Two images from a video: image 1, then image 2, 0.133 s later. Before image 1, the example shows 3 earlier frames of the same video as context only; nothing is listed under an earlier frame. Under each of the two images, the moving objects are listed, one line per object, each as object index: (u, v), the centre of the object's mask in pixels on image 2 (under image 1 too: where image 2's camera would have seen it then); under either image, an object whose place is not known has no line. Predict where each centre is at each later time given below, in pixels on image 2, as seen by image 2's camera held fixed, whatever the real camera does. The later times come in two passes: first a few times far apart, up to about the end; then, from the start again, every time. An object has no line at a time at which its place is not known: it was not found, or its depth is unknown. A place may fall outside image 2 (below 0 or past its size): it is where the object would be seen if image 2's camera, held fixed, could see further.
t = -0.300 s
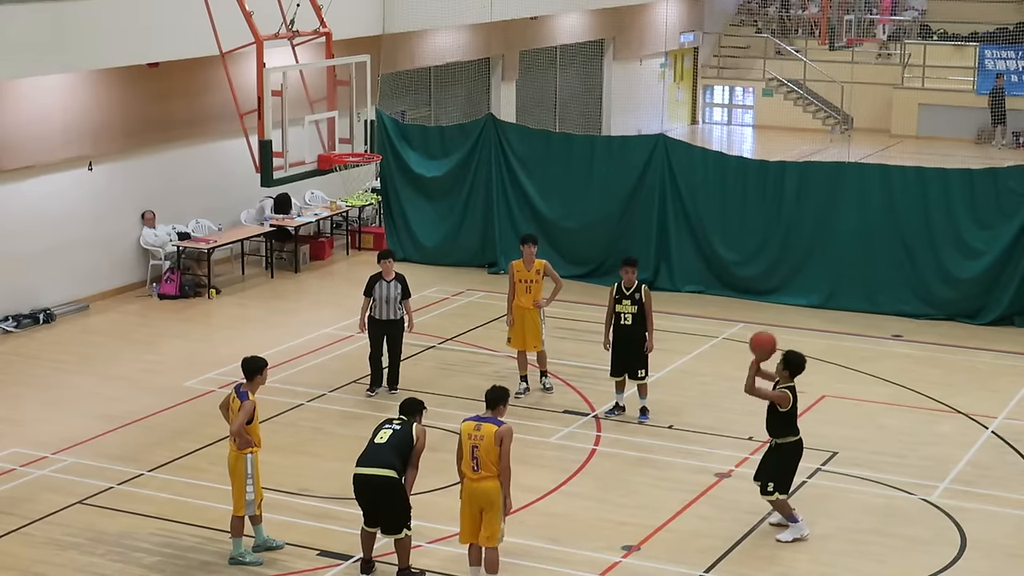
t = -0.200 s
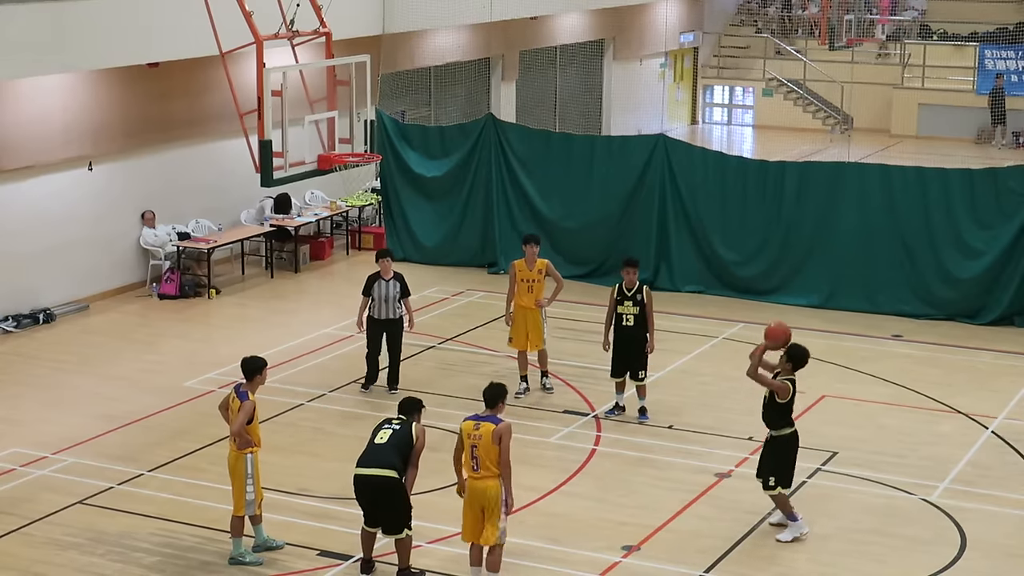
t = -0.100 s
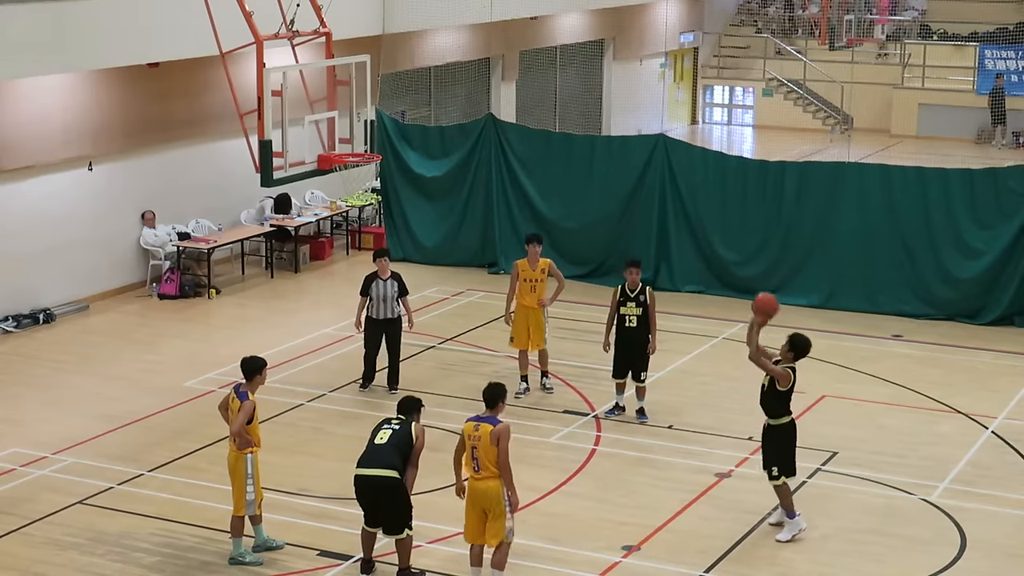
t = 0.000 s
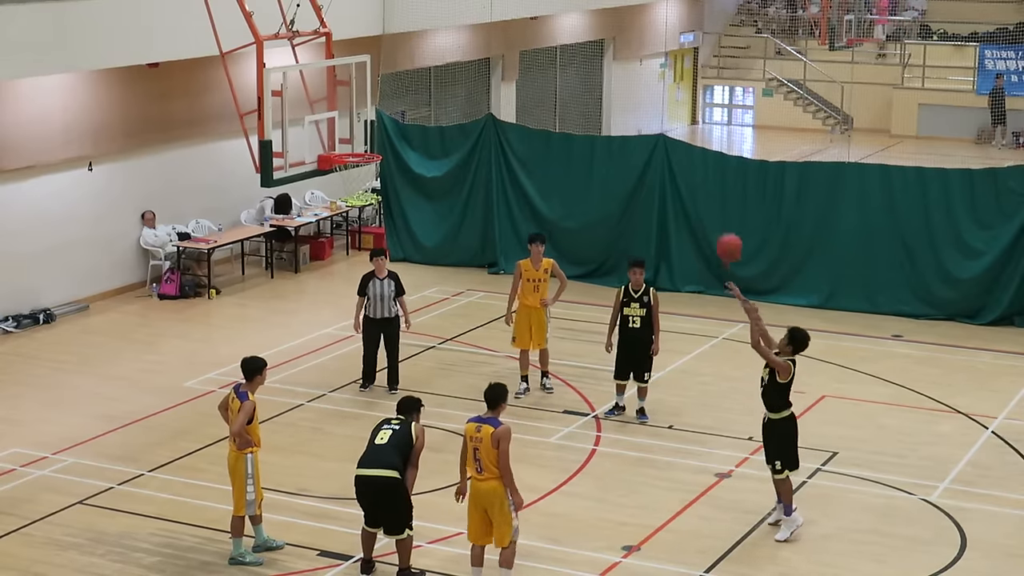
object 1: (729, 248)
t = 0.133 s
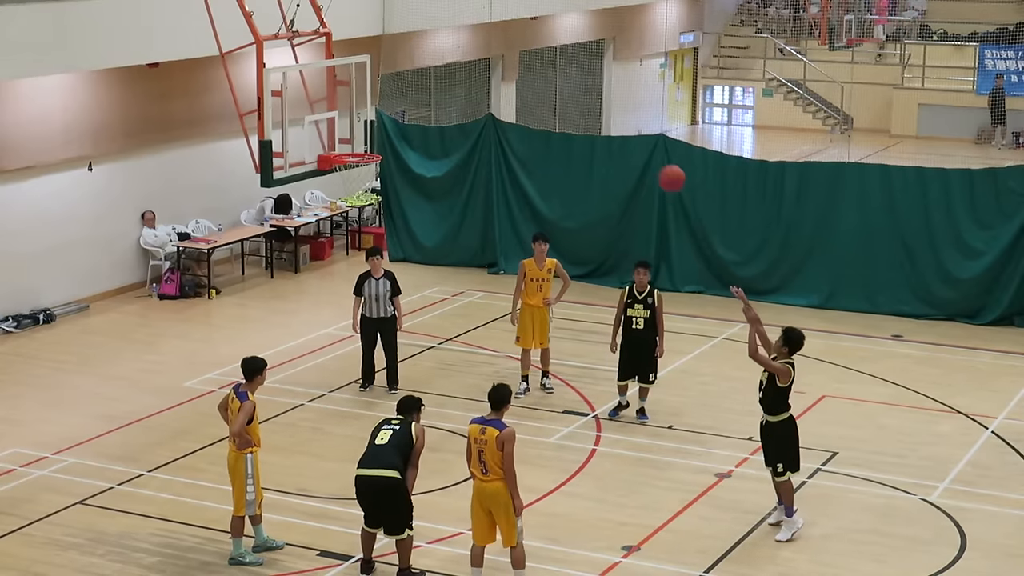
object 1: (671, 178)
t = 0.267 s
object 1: (616, 130)
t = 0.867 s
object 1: (383, 146)
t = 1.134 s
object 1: (347, 128)
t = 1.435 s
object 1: (363, 147)
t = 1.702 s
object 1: (357, 178)
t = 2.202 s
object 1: (332, 282)
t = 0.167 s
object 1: (657, 164)
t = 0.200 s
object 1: (643, 152)
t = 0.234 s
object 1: (629, 140)
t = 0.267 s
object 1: (616, 130)
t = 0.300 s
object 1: (601, 121)
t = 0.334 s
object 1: (588, 113)
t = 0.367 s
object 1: (575, 106)
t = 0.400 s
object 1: (561, 101)
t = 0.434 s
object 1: (547, 96)
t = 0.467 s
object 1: (534, 93)
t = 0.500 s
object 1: (521, 91)
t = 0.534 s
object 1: (507, 91)
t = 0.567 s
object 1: (493, 93)
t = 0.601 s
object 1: (481, 93)
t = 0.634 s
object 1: (468, 96)
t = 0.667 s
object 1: (455, 99)
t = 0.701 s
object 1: (443, 105)
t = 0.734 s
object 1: (430, 111)
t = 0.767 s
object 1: (418, 117)
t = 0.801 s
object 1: (406, 127)
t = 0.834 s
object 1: (394, 136)
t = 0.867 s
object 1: (383, 146)
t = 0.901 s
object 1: (377, 142)
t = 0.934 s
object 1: (372, 137)
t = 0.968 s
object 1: (368, 133)
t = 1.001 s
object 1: (364, 130)
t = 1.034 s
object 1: (359, 128)
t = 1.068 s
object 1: (355, 127)
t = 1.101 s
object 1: (351, 127)
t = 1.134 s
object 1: (347, 128)
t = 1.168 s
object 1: (343, 131)
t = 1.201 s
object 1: (339, 133)
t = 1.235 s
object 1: (341, 135)
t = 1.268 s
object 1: (346, 138)
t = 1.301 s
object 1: (350, 141)
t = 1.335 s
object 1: (353, 142)
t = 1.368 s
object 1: (357, 143)
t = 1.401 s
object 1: (360, 144)
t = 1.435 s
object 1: (363, 147)
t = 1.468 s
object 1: (366, 150)
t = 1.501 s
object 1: (366, 151)
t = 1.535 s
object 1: (365, 152)
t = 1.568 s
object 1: (364, 153)
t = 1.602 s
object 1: (363, 164)
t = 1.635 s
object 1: (361, 171)
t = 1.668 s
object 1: (359, 174)
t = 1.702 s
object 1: (357, 178)
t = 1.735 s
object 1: (355, 181)
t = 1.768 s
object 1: (353, 184)
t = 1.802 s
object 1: (350, 186)
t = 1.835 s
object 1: (349, 190)
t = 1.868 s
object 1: (348, 192)
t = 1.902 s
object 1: (346, 197)
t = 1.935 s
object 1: (344, 203)
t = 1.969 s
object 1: (343, 209)
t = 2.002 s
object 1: (341, 216)
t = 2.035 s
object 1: (341, 225)
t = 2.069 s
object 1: (339, 234)
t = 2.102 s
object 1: (339, 244)
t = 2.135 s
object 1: (337, 258)
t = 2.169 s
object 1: (334, 269)
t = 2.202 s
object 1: (332, 282)
